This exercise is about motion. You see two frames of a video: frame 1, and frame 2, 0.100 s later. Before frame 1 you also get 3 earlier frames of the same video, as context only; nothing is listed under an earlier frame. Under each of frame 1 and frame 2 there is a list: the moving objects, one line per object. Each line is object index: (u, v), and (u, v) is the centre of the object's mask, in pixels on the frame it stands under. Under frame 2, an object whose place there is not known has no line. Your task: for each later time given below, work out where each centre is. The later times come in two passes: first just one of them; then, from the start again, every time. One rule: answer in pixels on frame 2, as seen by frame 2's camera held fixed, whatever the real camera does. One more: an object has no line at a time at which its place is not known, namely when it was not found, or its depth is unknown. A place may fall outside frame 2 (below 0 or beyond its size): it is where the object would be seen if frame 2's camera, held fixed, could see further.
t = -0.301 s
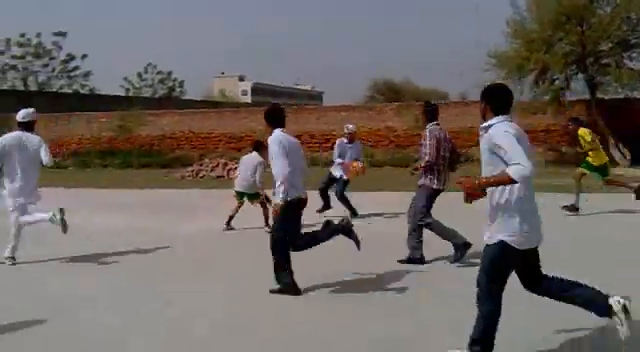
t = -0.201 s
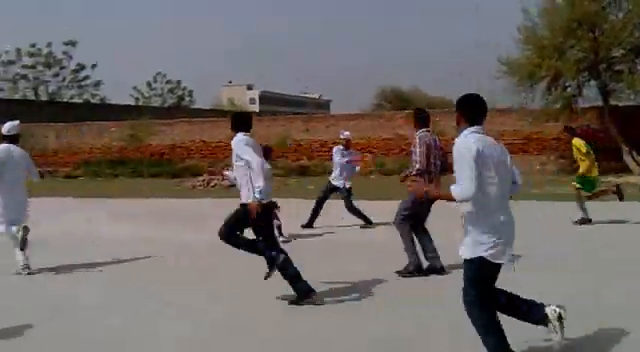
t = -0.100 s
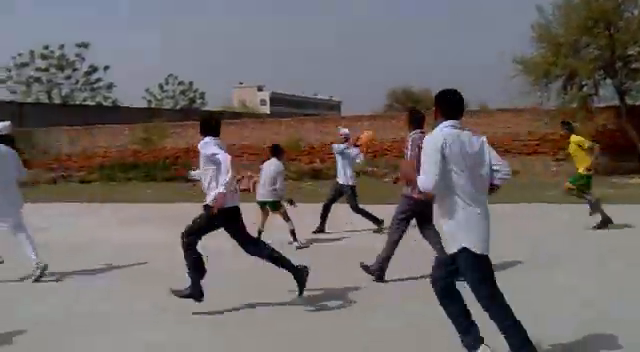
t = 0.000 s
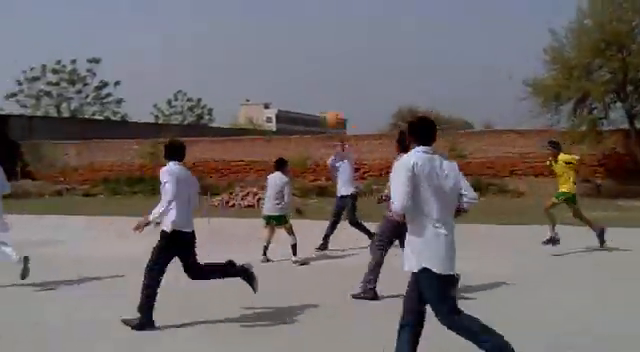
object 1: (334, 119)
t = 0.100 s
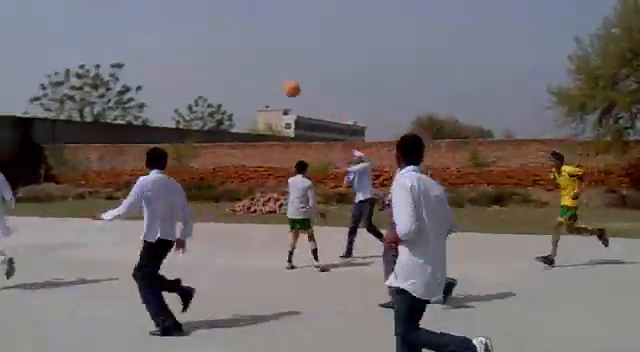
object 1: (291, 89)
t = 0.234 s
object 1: (203, 47)
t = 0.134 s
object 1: (269, 77)
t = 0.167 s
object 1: (247, 69)
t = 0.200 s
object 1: (225, 59)
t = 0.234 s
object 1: (203, 47)
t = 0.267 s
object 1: (179, 40)
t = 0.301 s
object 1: (154, 32)
